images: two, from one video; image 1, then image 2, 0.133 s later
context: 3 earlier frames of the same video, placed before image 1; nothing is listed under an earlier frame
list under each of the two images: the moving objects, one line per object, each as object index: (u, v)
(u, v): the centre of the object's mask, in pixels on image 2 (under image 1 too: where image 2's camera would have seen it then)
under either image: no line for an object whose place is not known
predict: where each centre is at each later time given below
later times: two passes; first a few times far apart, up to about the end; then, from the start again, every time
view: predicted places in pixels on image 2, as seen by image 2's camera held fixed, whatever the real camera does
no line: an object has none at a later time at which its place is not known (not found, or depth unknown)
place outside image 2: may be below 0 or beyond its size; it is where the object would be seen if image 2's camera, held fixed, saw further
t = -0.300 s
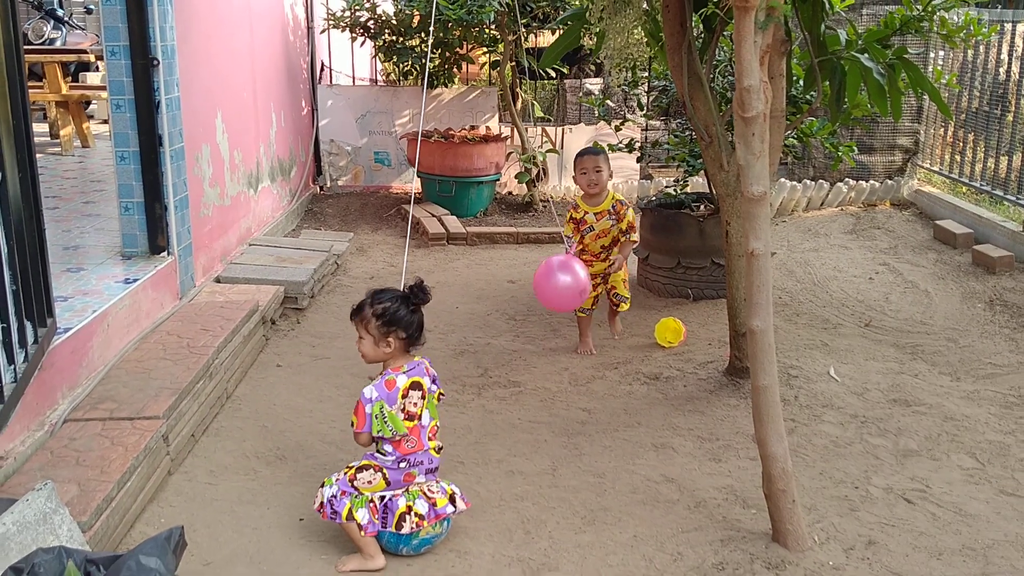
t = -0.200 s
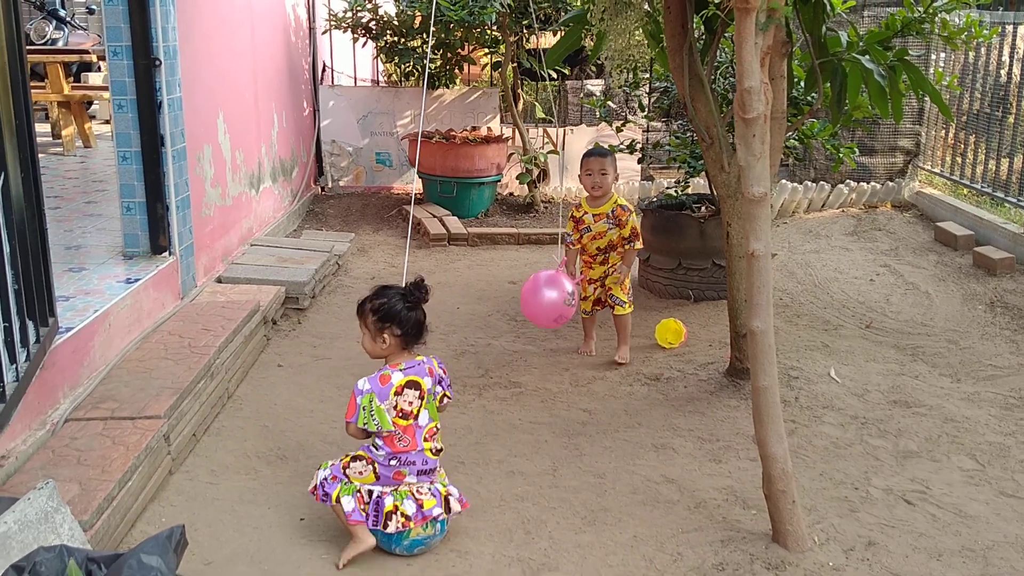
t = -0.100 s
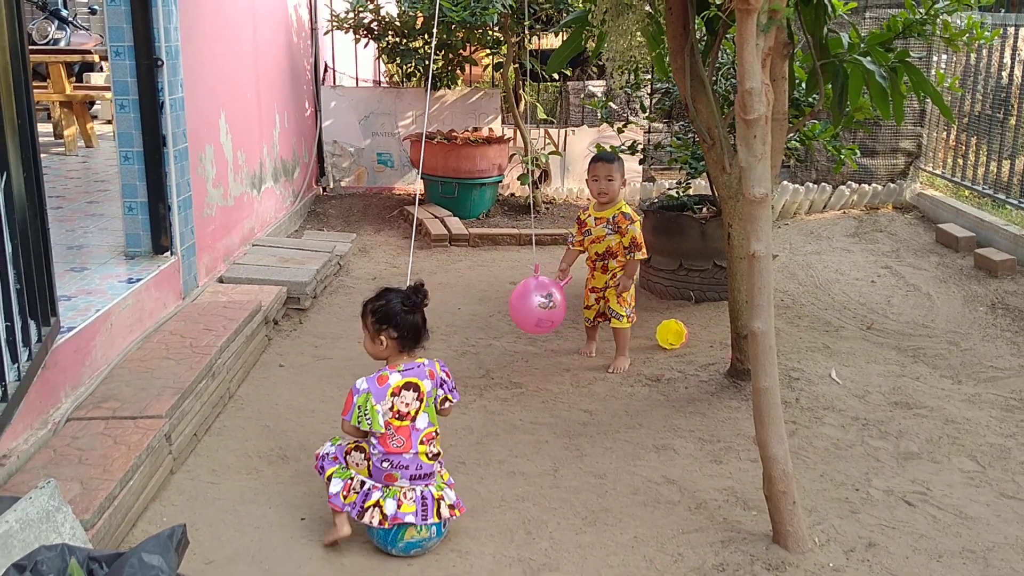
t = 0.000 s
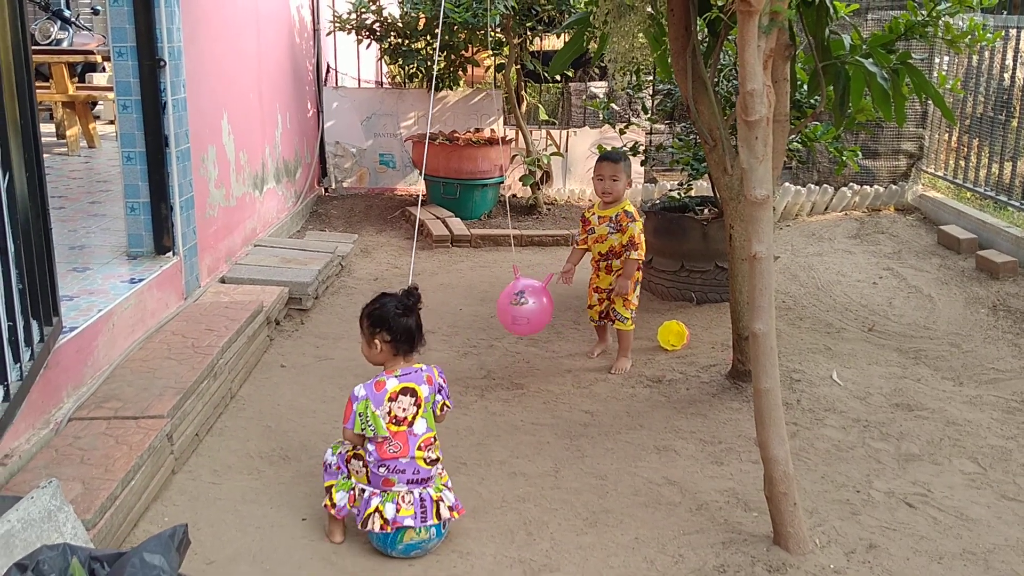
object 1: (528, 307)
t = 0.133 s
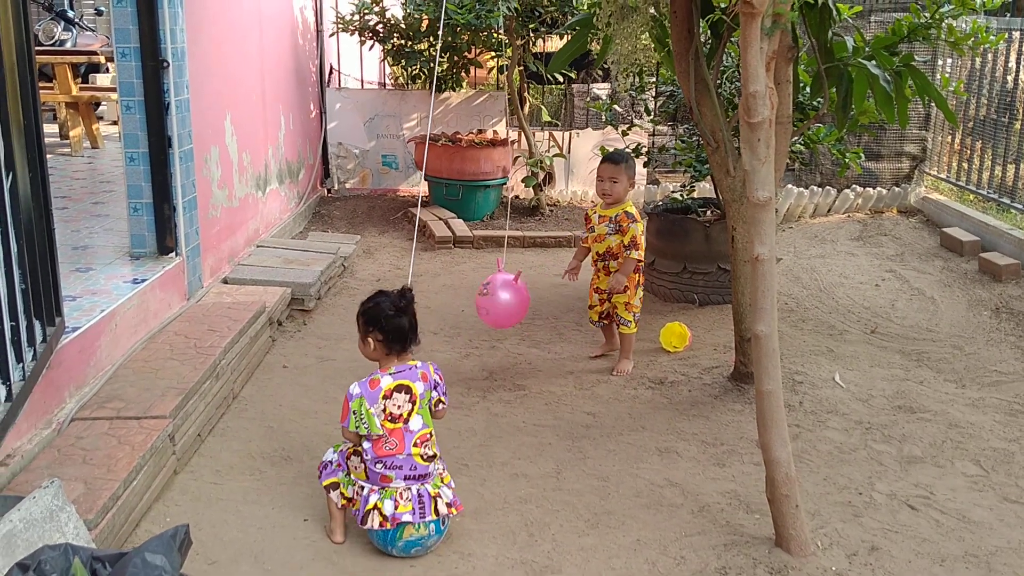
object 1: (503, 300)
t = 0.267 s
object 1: (481, 292)
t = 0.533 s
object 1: (451, 278)
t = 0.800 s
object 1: (439, 258)
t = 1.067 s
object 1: (443, 242)
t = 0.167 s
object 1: (496, 297)
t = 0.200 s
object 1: (491, 295)
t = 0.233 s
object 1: (485, 293)
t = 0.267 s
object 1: (481, 292)
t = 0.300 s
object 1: (476, 290)
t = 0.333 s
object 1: (472, 289)
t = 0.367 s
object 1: (468, 288)
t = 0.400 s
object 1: (465, 287)
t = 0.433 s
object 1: (462, 286)
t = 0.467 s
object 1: (458, 284)
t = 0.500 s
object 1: (454, 281)
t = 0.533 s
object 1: (451, 278)
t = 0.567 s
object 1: (449, 275)
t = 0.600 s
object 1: (446, 272)
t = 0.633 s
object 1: (444, 270)
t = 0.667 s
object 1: (441, 268)
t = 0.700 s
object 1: (440, 266)
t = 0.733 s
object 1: (439, 264)
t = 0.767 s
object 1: (439, 262)
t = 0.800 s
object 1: (439, 258)
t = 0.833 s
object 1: (439, 255)
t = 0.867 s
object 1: (439, 253)
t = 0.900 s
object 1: (440, 251)
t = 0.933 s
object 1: (440, 248)
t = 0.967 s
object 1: (440, 246)
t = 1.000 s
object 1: (441, 244)
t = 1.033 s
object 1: (442, 243)
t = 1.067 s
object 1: (443, 242)
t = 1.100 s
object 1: (444, 242)
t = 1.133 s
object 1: (446, 241)
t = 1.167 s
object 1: (447, 240)
